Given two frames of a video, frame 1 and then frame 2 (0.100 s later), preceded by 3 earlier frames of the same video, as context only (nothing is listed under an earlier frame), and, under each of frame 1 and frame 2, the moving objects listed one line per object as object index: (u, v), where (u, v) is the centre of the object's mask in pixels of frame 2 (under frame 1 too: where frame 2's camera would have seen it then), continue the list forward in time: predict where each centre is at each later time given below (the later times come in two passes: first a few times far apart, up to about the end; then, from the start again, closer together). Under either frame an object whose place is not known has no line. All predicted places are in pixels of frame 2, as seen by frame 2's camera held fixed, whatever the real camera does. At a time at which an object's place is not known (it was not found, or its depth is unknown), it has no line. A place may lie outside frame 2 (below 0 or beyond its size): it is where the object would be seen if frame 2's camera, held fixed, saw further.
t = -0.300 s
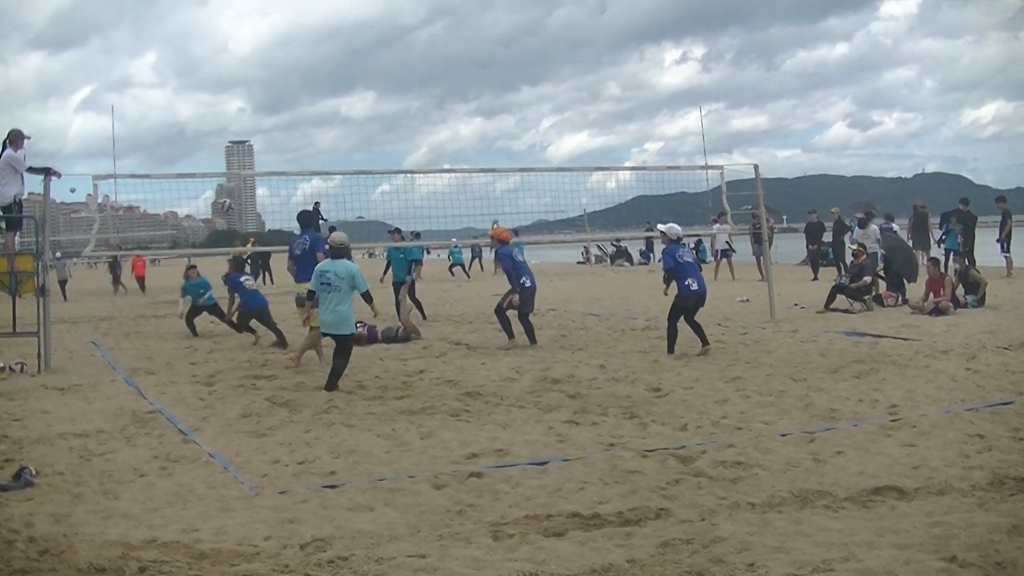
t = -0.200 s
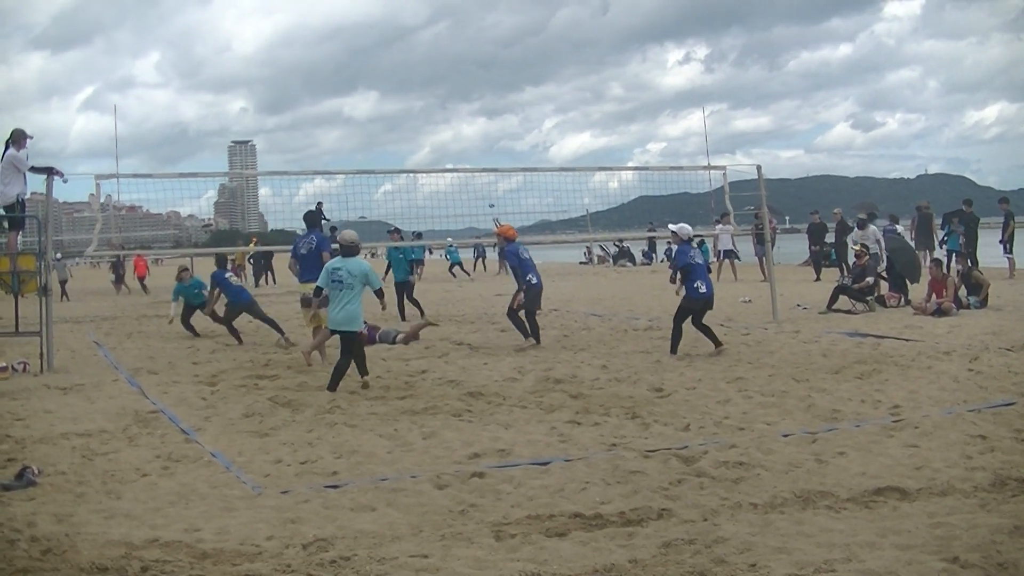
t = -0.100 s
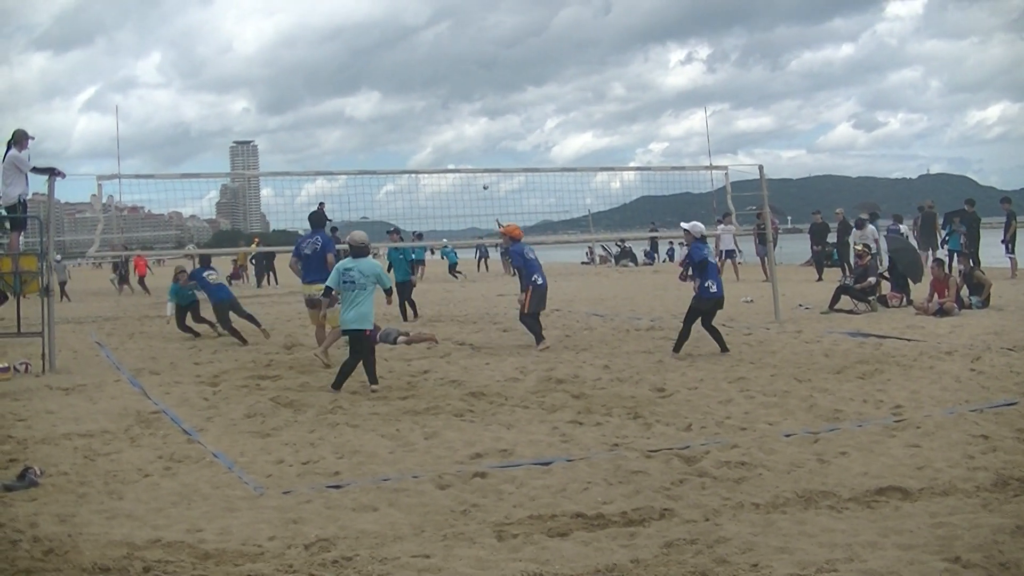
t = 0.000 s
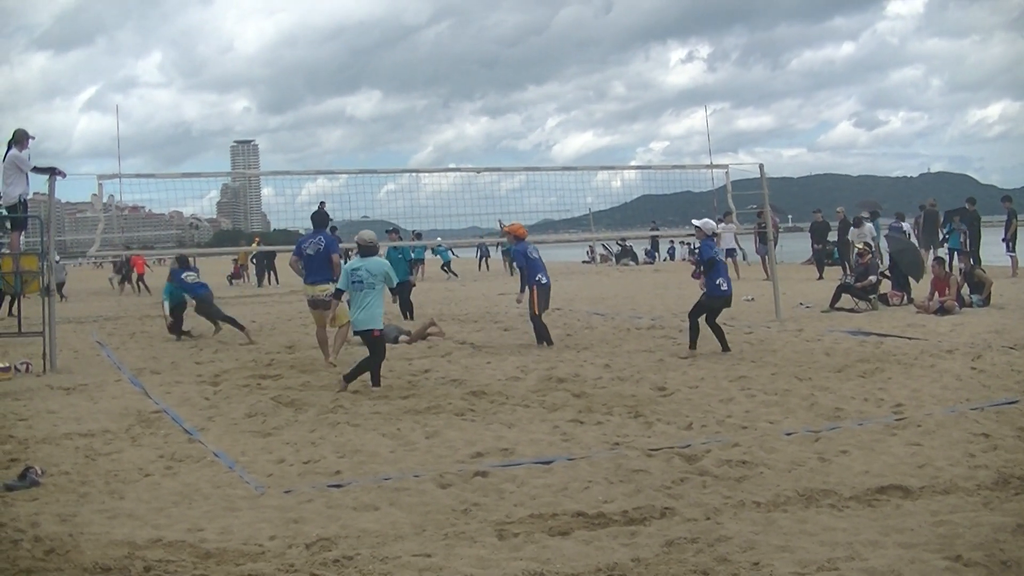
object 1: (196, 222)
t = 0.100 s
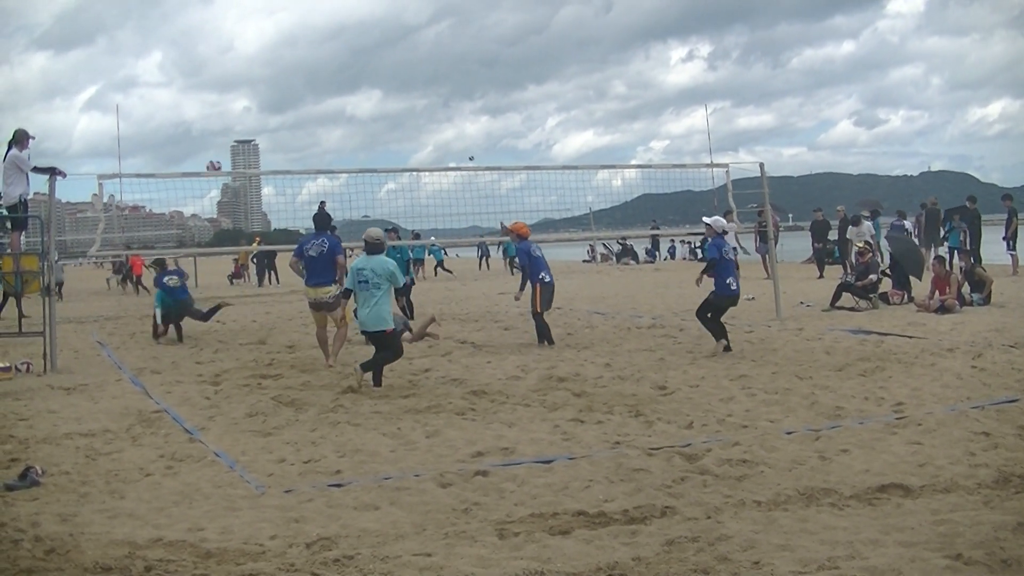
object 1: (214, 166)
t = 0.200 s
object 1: (232, 119)
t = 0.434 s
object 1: (277, 39)
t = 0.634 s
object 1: (316, 1)
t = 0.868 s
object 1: (366, -10)
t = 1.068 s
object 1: (403, 9)
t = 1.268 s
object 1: (442, 56)
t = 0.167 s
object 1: (226, 134)
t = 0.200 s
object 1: (232, 119)
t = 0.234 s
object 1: (239, 106)
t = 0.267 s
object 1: (245, 93)
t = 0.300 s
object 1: (251, 80)
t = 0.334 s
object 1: (258, 69)
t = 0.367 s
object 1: (264, 58)
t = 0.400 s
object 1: (271, 48)
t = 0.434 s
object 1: (277, 39)
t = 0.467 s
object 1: (283, 30)
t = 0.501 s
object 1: (290, 23)
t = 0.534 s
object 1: (296, 16)
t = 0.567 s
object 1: (303, 10)
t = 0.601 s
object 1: (309, 5)
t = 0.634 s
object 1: (316, 1)
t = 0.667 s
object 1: (321, -5)
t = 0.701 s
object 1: (325, -9)
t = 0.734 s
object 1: (334, -10)
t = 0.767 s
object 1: (343, -11)
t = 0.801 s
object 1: (351, -11)
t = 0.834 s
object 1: (359, -11)
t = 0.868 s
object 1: (366, -10)
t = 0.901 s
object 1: (373, -9)
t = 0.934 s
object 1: (381, -7)
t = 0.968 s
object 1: (387, -4)
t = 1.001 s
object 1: (392, -1)
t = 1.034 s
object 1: (397, 4)
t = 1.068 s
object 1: (403, 9)
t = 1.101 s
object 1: (409, 15)
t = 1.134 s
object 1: (416, 22)
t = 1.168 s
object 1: (422, 30)
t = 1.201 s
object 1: (429, 38)
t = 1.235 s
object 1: (436, 46)
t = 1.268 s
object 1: (442, 56)
